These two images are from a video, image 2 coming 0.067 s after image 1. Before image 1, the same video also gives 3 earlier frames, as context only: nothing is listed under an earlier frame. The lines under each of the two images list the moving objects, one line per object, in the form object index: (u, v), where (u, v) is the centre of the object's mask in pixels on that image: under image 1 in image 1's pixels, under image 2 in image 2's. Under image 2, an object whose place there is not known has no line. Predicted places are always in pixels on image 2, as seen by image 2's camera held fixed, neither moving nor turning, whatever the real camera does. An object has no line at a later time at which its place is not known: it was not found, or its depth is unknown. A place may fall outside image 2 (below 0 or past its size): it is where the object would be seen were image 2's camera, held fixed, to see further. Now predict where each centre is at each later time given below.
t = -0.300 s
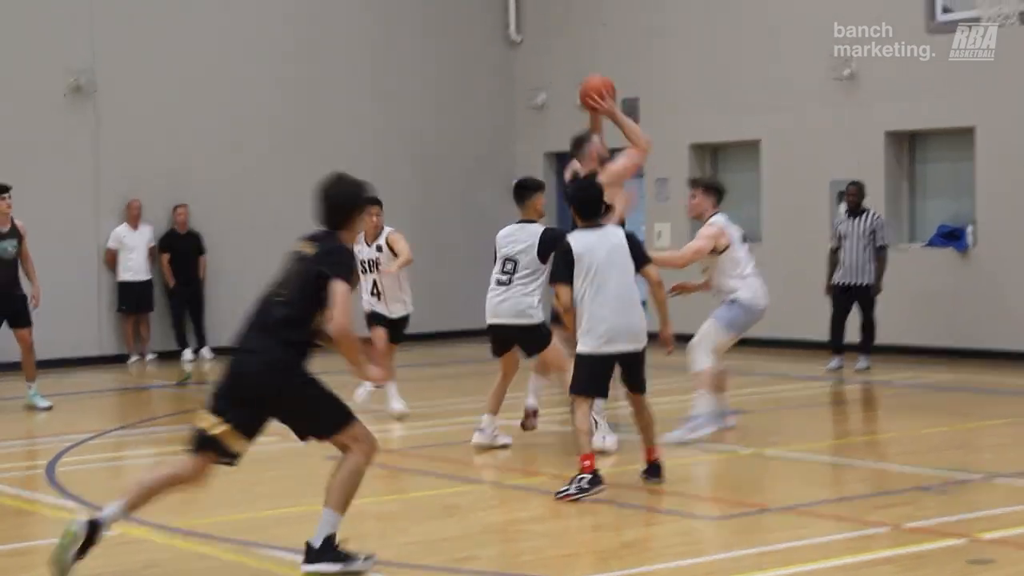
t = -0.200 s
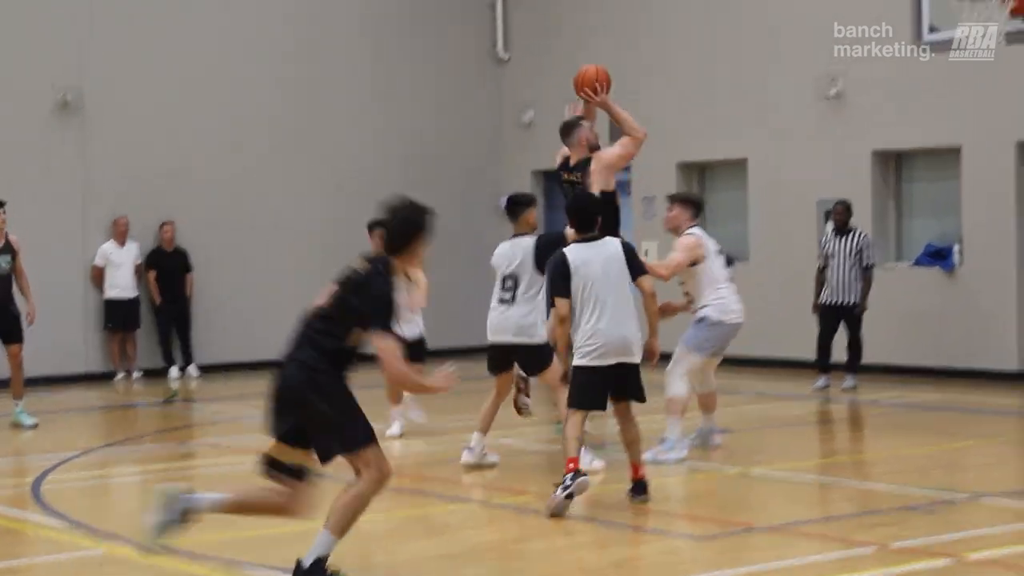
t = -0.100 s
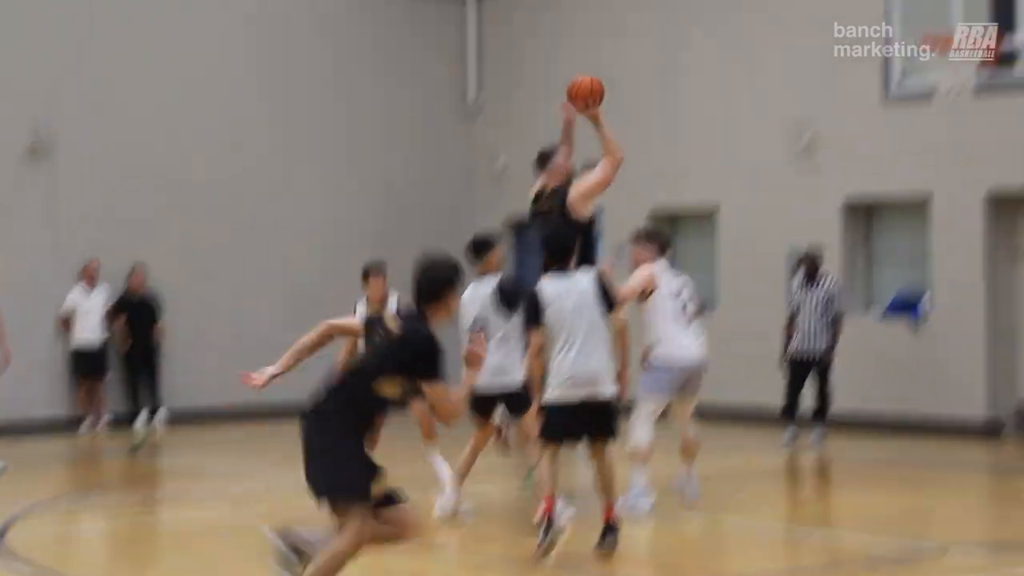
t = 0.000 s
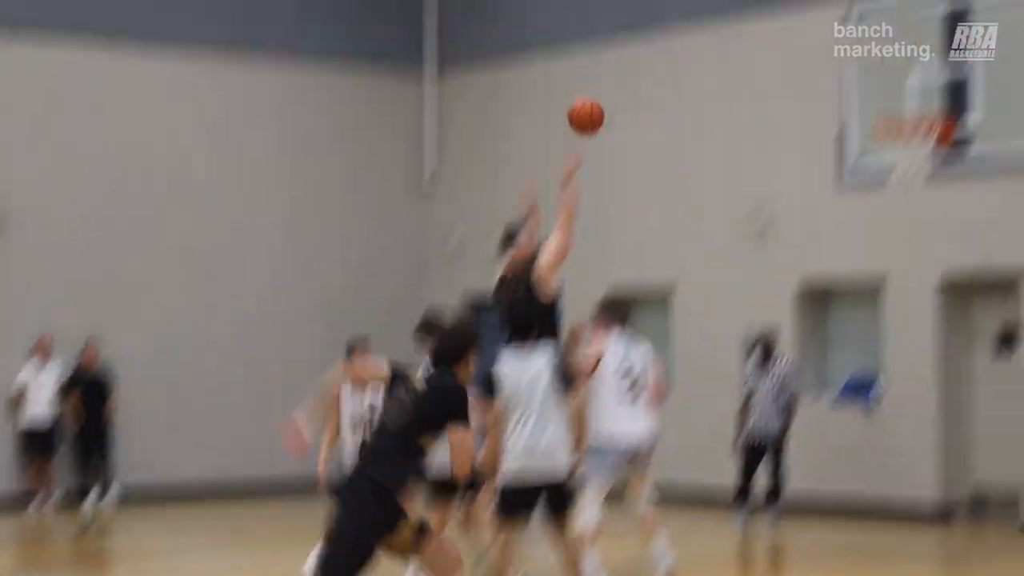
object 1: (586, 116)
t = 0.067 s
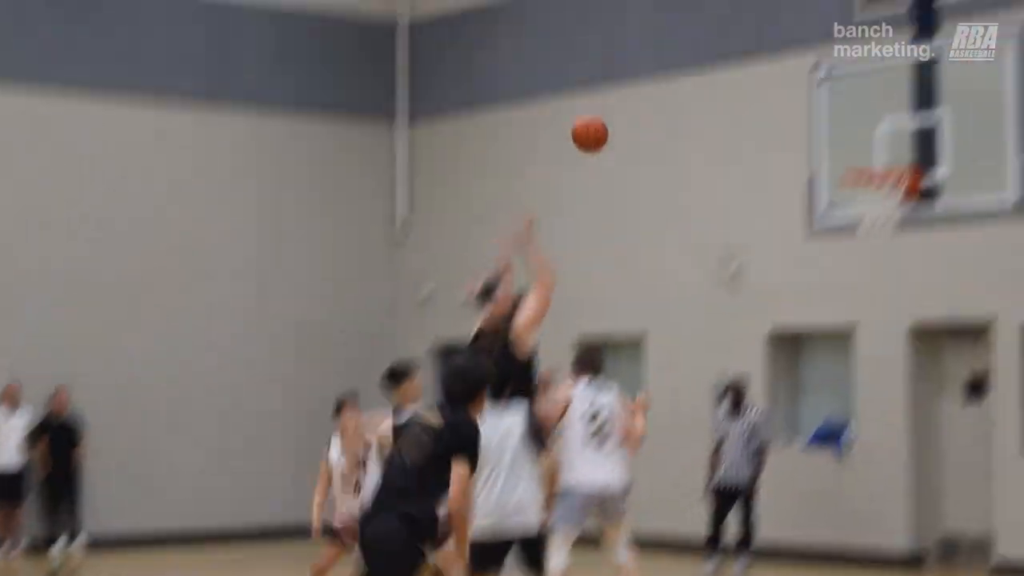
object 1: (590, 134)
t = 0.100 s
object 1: (604, 121)
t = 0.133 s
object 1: (620, 114)
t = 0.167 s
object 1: (634, 106)
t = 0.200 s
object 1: (650, 99)
